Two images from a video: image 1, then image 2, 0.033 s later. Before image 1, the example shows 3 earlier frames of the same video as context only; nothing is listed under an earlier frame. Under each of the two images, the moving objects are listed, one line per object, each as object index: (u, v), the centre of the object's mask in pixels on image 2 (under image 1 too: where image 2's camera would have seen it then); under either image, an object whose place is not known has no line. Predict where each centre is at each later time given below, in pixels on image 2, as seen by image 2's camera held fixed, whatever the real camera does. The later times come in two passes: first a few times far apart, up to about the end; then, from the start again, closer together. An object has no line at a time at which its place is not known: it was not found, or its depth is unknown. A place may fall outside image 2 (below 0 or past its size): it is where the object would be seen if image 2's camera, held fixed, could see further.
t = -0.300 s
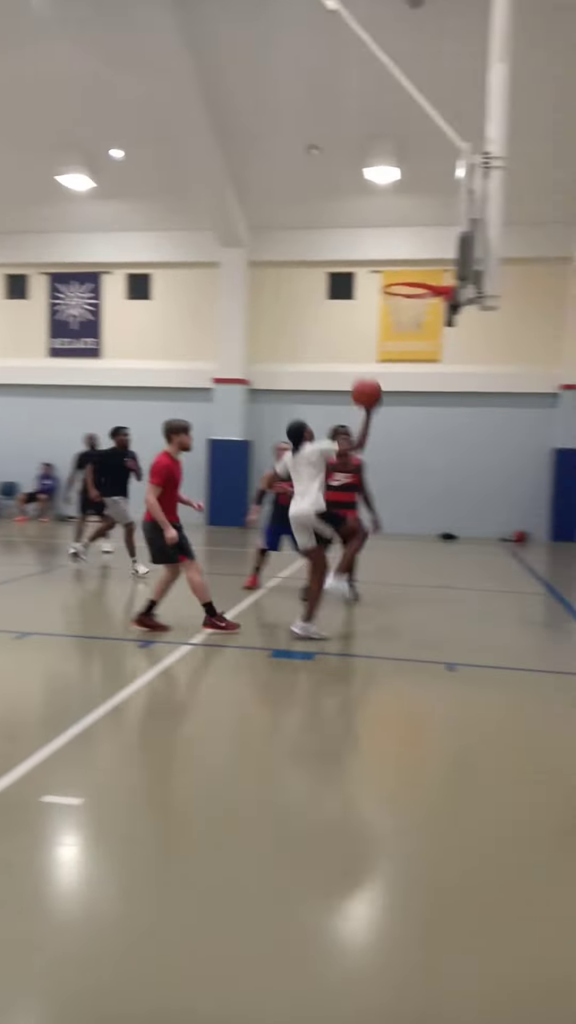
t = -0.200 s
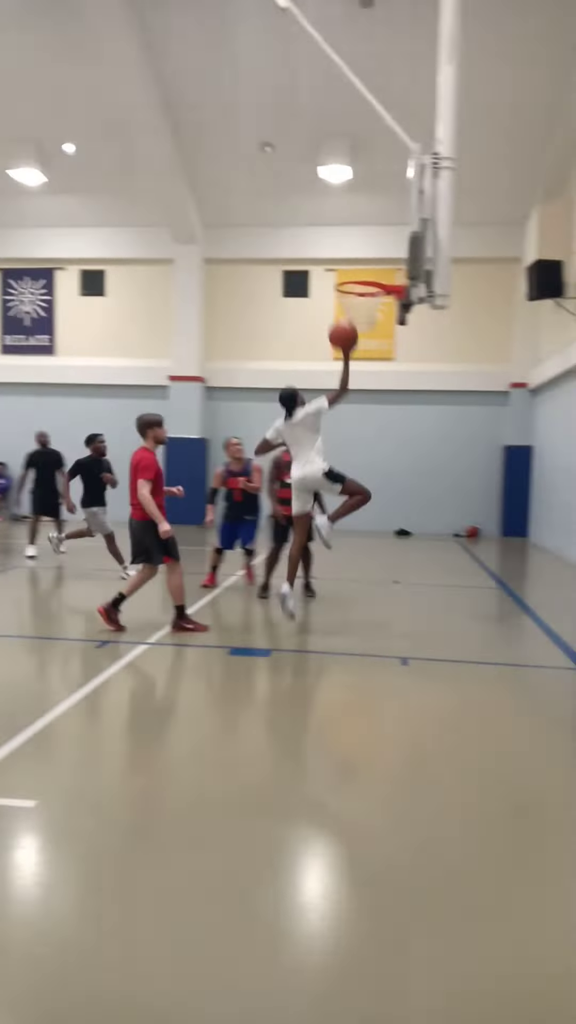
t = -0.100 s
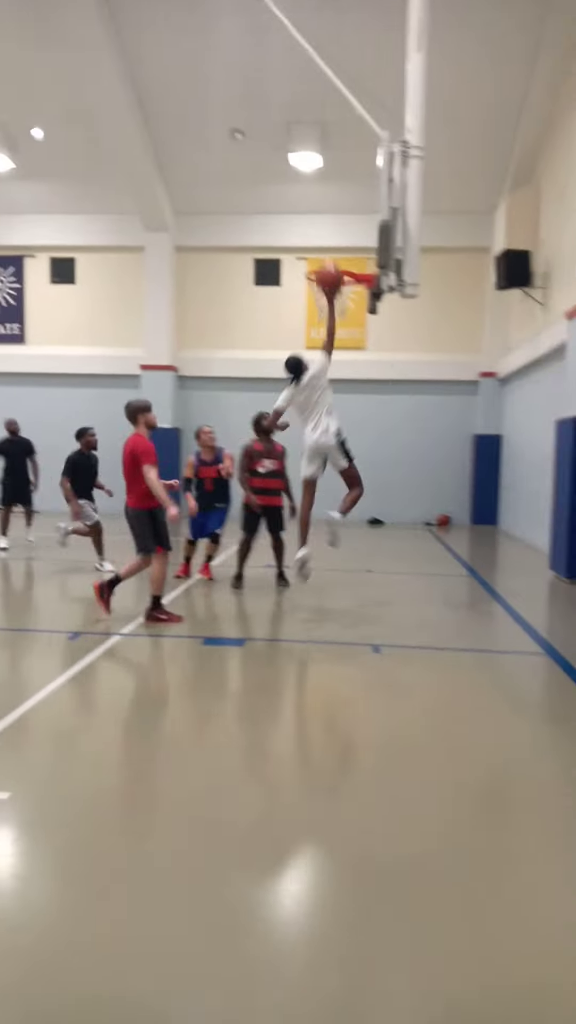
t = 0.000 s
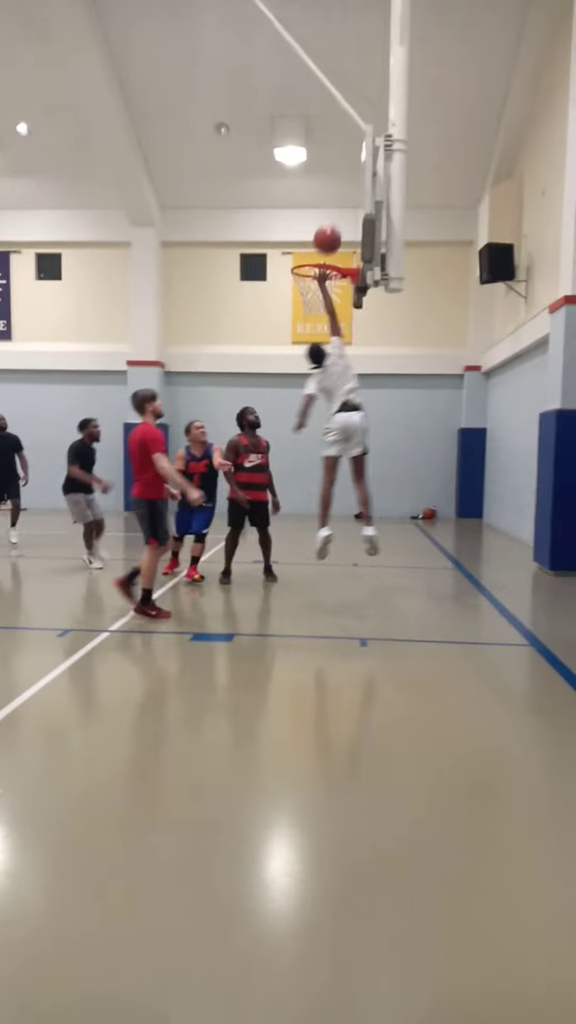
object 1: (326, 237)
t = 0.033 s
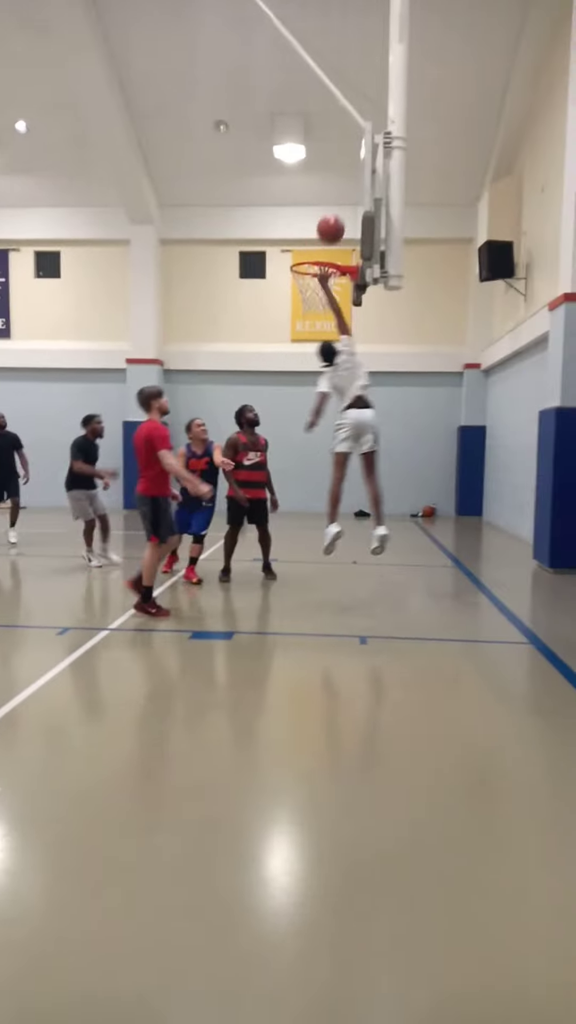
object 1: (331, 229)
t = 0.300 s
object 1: (336, 216)
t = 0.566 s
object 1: (316, 269)
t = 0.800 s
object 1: (306, 314)
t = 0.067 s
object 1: (335, 223)
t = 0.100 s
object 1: (338, 218)
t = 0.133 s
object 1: (342, 214)
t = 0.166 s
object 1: (345, 212)
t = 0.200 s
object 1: (346, 211)
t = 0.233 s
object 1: (343, 212)
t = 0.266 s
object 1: (340, 213)
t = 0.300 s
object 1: (336, 216)
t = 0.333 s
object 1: (333, 221)
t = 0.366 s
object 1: (330, 226)
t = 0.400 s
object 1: (327, 233)
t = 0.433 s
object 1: (324, 240)
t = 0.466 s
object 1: (322, 249)
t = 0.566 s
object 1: (316, 269)
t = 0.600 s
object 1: (312, 279)
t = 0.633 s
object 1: (310, 289)
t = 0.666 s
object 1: (309, 294)
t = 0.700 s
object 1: (307, 298)
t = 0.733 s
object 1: (307, 302)
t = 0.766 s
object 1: (307, 307)
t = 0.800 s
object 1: (306, 314)
